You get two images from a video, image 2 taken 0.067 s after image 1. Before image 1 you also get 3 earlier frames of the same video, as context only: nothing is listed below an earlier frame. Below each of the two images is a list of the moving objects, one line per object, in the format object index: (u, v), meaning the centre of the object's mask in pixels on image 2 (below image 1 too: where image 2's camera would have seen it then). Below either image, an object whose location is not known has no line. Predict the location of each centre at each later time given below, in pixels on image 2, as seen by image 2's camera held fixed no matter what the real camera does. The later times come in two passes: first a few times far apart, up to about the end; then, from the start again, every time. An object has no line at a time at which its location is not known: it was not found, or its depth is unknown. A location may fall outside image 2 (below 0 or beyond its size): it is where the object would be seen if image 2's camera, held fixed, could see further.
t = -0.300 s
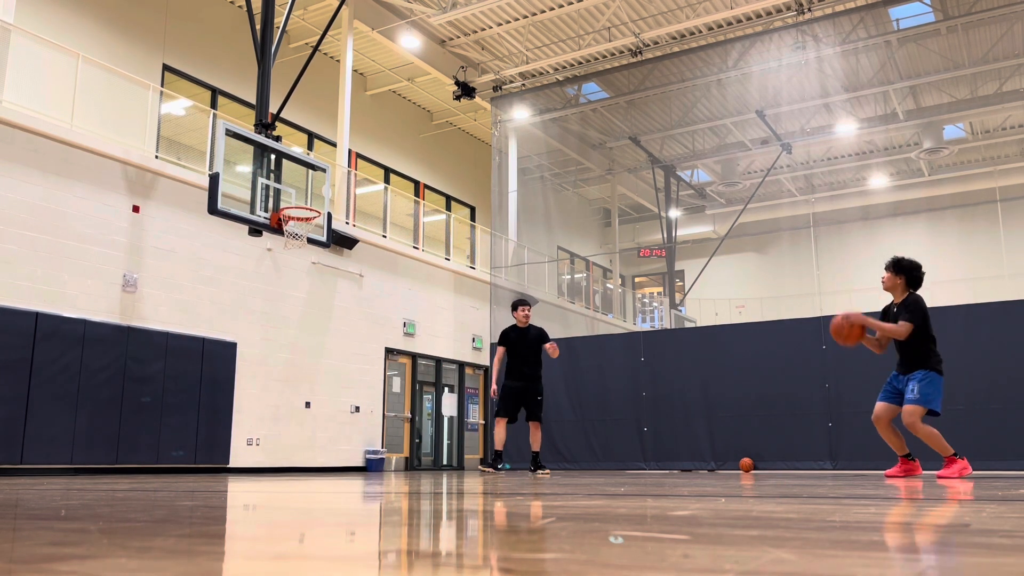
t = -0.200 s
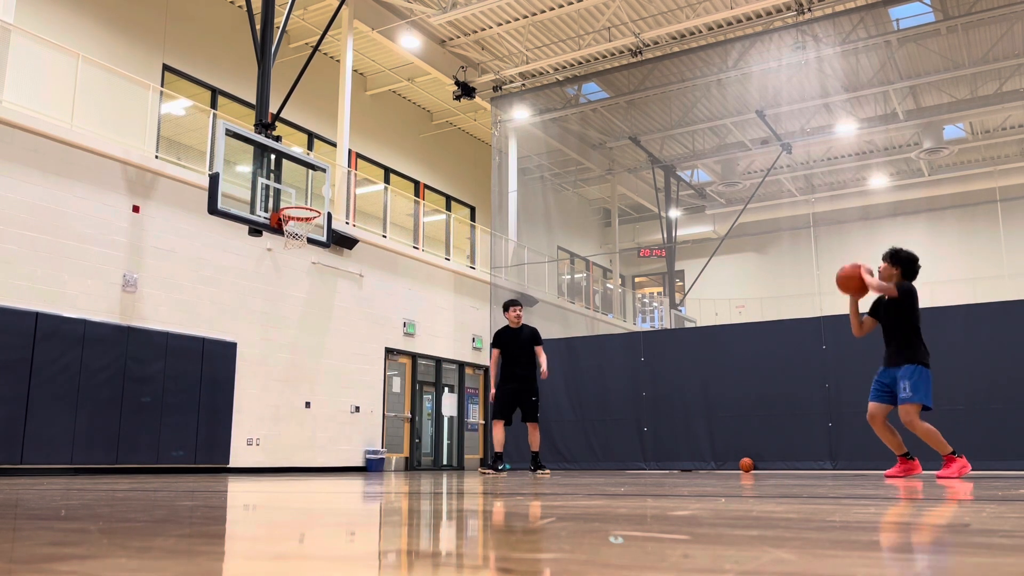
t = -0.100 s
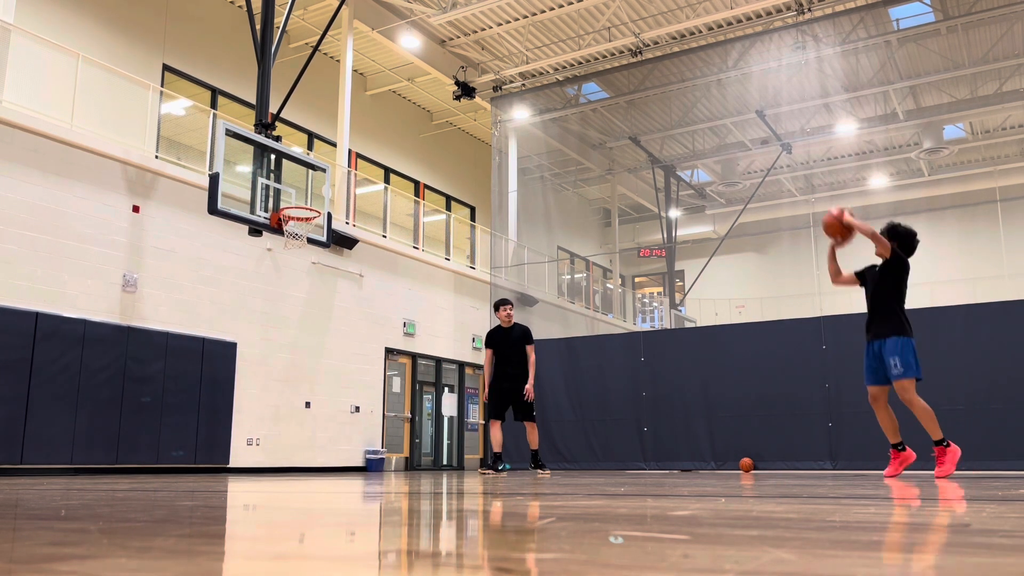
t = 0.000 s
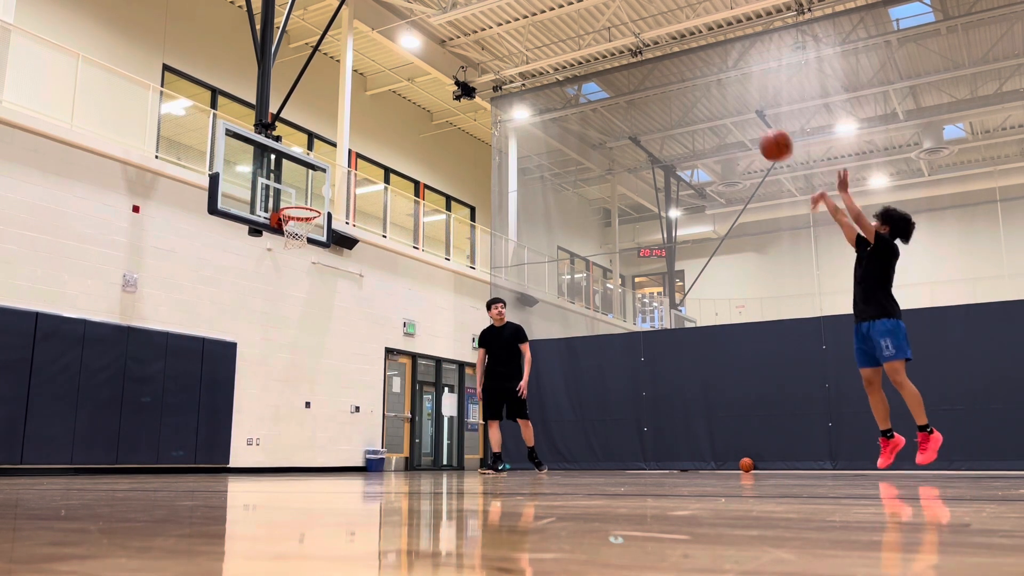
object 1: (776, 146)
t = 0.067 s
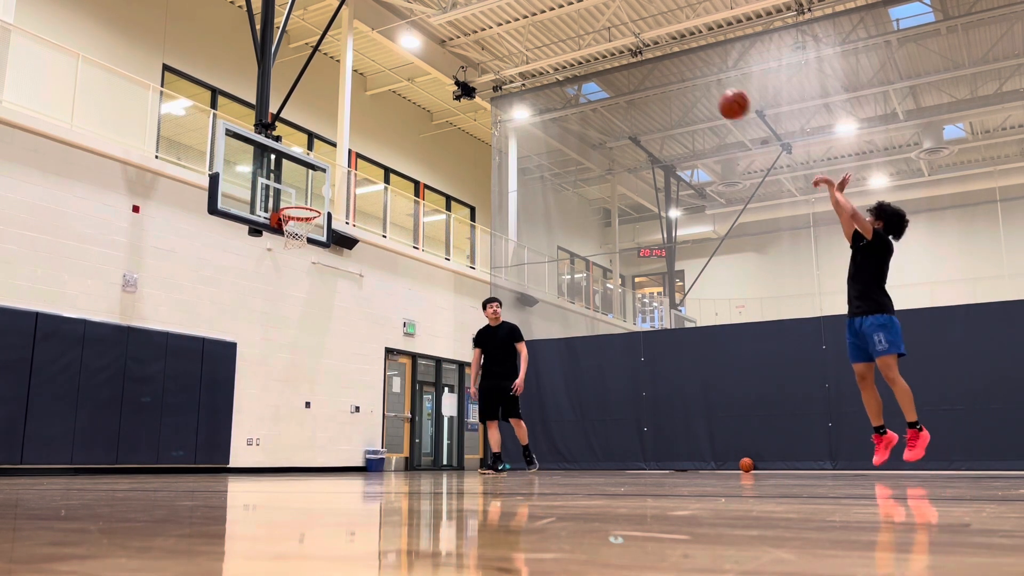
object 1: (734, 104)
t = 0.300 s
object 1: (611, 18)
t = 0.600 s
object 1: (489, 5)
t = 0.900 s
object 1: (392, 59)
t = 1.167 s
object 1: (316, 162)
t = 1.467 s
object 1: (313, 277)
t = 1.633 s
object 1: (331, 344)
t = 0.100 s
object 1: (714, 87)
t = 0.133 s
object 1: (695, 71)
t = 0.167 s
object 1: (677, 57)
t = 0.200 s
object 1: (660, 46)
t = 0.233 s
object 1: (643, 35)
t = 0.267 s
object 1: (626, 26)
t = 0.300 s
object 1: (611, 18)
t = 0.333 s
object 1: (596, 12)
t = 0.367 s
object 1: (581, 9)
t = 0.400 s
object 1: (567, 7)
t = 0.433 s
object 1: (553, 5)
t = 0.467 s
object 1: (539, 4)
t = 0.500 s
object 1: (526, 4)
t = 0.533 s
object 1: (514, 4)
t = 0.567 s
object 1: (501, 4)
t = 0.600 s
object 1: (489, 5)
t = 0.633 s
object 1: (478, 7)
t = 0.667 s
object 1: (467, 9)
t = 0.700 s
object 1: (455, 12)
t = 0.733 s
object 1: (444, 18)
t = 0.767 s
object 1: (434, 25)
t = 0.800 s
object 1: (424, 31)
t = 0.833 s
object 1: (412, 40)
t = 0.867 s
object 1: (401, 50)
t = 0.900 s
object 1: (392, 59)
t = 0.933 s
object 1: (382, 69)
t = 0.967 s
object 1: (372, 80)
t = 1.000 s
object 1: (363, 92)
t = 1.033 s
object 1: (353, 104)
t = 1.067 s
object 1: (344, 117)
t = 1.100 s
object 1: (334, 131)
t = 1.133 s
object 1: (326, 146)
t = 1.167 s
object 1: (316, 162)
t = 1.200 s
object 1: (308, 177)
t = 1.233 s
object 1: (298, 194)
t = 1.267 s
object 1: (290, 212)
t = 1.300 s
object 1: (291, 222)
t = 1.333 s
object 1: (294, 239)
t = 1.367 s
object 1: (300, 247)
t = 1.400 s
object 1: (305, 256)
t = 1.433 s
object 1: (309, 266)
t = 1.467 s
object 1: (313, 277)
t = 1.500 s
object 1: (317, 289)
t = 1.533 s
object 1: (320, 301)
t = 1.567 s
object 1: (324, 314)
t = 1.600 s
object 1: (328, 329)
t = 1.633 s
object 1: (331, 344)
